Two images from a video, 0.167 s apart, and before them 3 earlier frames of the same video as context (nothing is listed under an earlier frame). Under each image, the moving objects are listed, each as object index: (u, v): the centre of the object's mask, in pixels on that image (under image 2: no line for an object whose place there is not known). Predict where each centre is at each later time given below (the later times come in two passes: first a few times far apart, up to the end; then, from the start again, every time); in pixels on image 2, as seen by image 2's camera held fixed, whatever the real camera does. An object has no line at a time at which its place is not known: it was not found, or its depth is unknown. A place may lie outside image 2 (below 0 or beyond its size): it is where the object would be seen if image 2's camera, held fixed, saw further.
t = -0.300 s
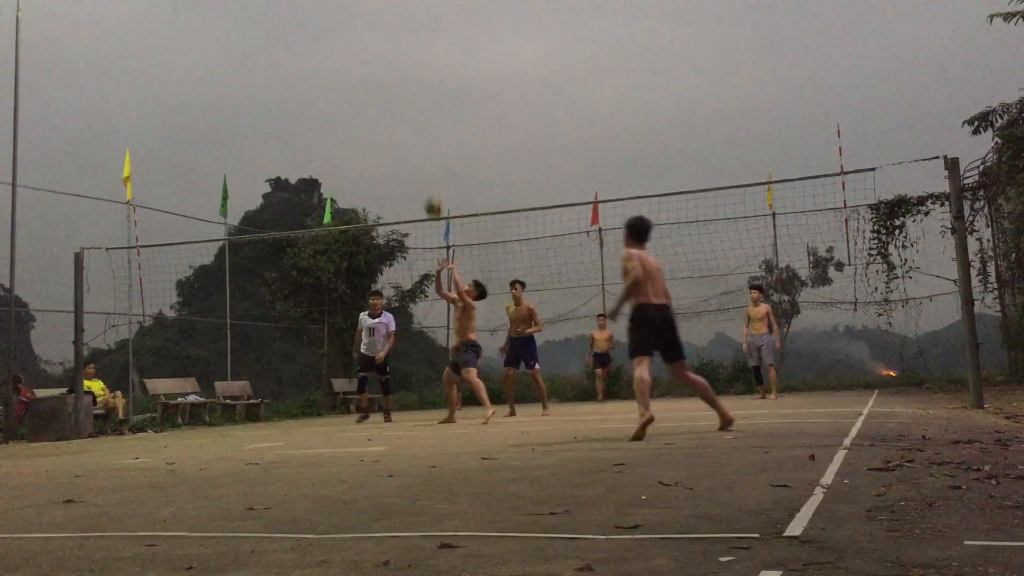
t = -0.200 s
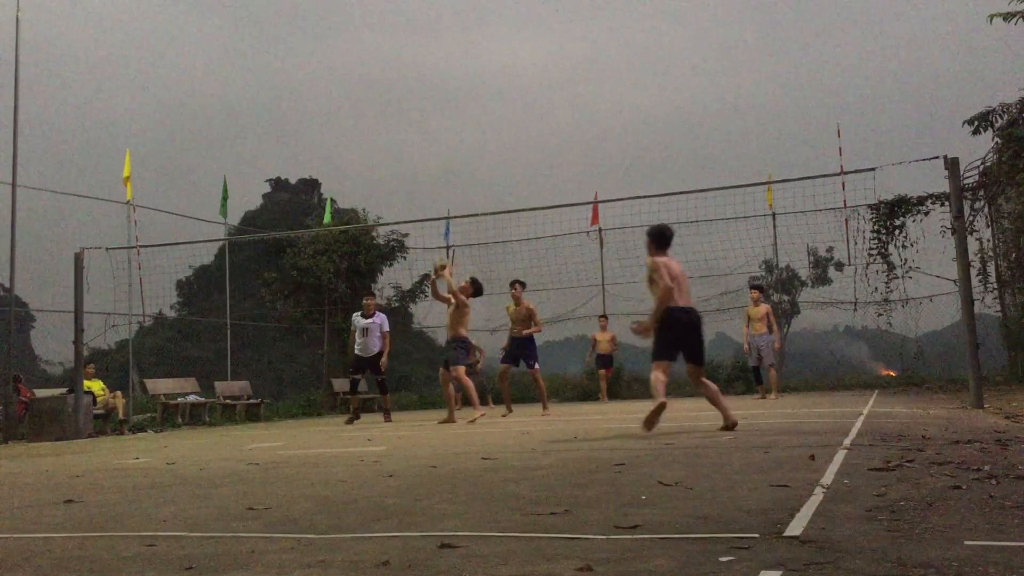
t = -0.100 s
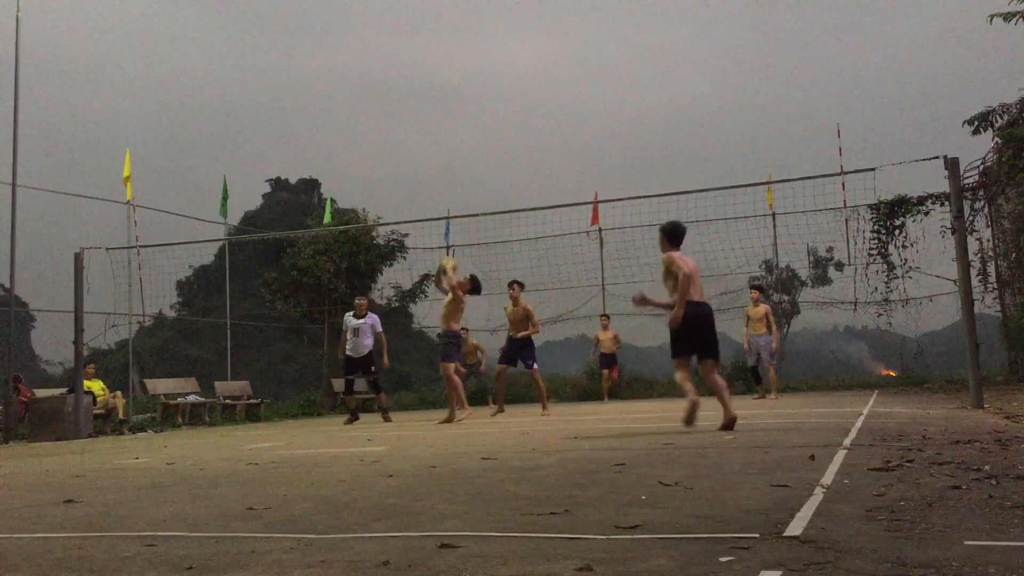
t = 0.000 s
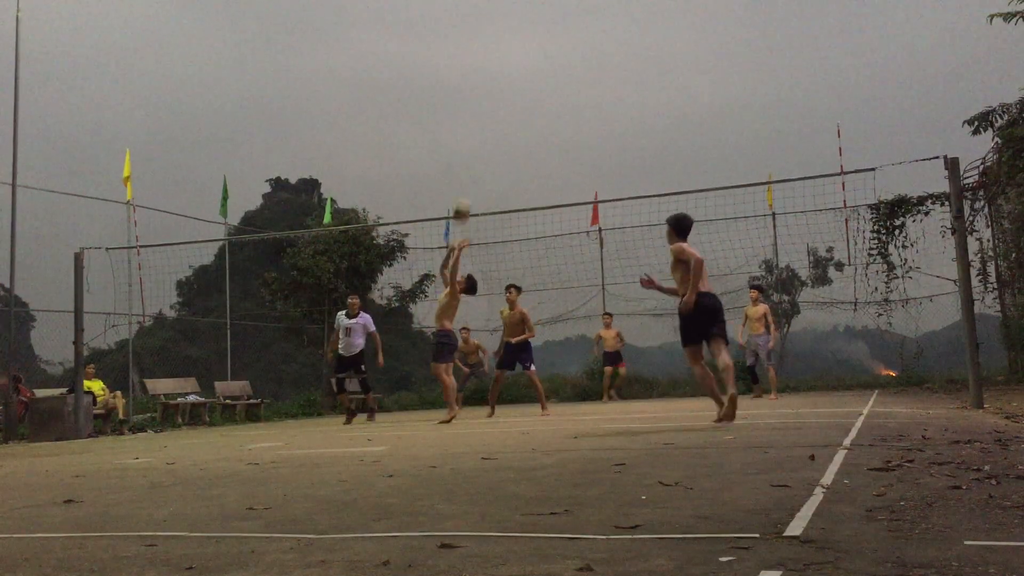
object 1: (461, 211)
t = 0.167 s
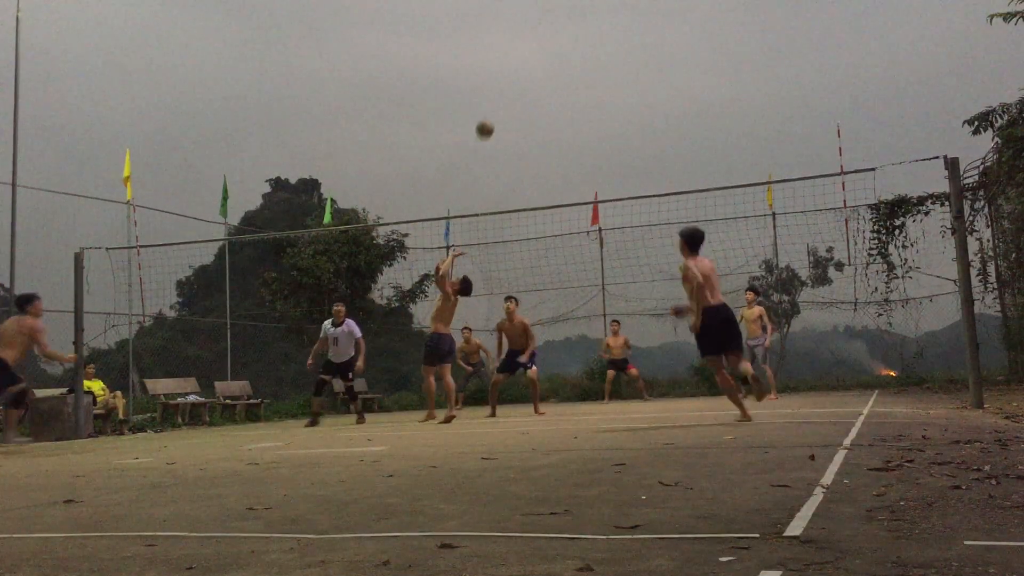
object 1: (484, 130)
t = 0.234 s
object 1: (494, 103)
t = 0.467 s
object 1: (528, 43)
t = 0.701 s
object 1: (564, 30)
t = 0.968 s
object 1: (609, 74)
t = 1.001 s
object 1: (616, 83)
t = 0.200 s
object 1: (489, 116)
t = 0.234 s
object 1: (494, 103)
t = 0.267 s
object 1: (498, 92)
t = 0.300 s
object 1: (503, 81)
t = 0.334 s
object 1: (508, 72)
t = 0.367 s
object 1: (513, 63)
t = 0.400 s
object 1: (518, 55)
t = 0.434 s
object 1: (523, 49)
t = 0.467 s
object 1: (528, 43)
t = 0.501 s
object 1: (533, 38)
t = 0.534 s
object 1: (538, 35)
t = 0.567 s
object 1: (543, 32)
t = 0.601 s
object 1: (548, 30)
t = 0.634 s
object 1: (553, 29)
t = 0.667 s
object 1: (558, 29)
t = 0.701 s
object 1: (564, 30)
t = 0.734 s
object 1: (570, 32)
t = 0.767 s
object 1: (575, 35)
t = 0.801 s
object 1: (580, 39)
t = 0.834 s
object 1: (586, 44)
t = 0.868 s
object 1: (592, 49)
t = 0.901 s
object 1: (598, 56)
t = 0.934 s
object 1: (604, 64)
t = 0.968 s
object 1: (609, 74)
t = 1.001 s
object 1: (616, 83)
